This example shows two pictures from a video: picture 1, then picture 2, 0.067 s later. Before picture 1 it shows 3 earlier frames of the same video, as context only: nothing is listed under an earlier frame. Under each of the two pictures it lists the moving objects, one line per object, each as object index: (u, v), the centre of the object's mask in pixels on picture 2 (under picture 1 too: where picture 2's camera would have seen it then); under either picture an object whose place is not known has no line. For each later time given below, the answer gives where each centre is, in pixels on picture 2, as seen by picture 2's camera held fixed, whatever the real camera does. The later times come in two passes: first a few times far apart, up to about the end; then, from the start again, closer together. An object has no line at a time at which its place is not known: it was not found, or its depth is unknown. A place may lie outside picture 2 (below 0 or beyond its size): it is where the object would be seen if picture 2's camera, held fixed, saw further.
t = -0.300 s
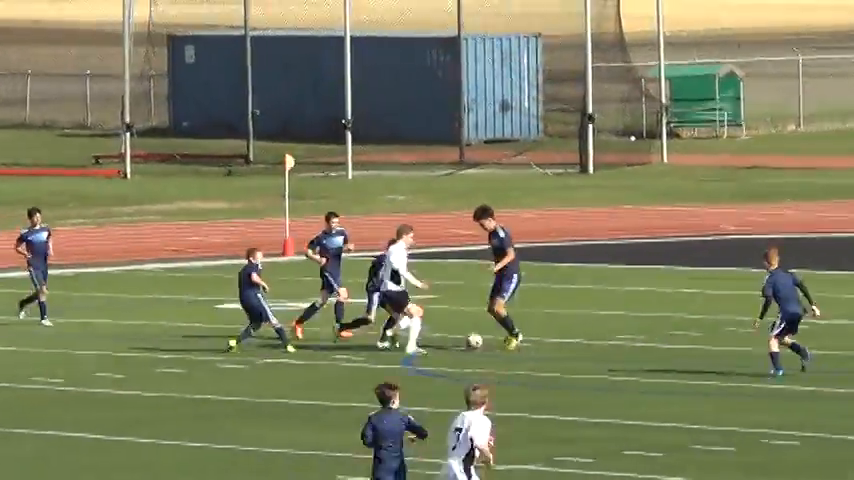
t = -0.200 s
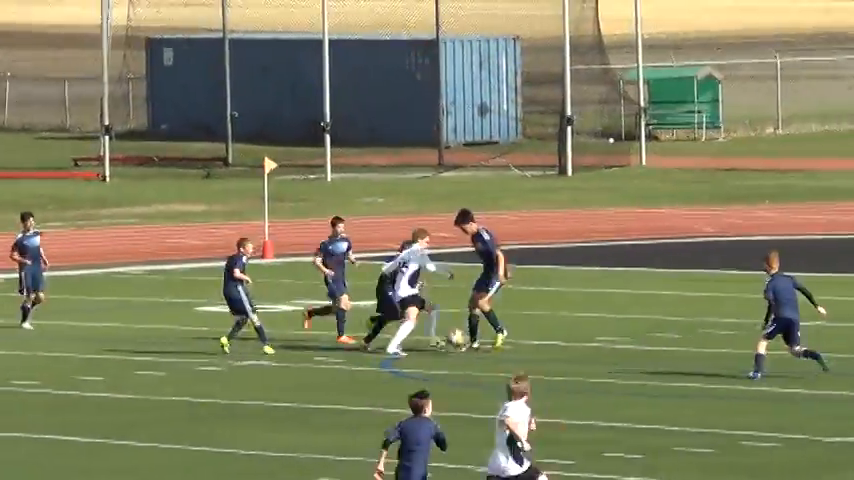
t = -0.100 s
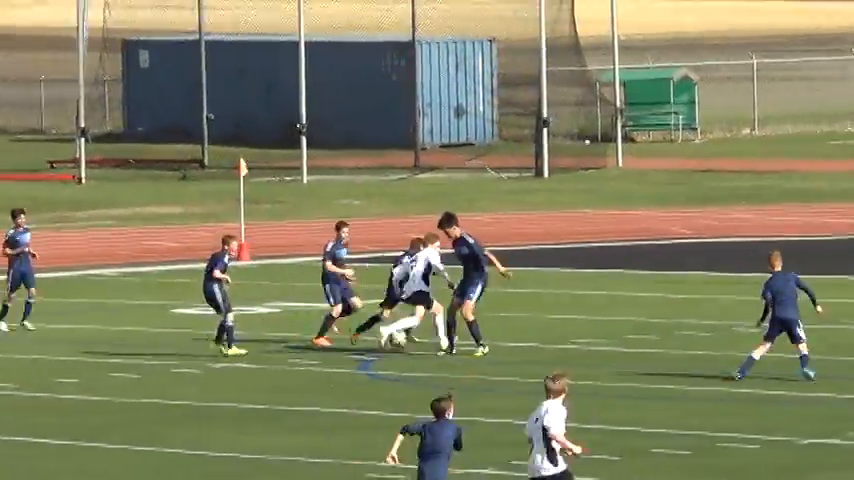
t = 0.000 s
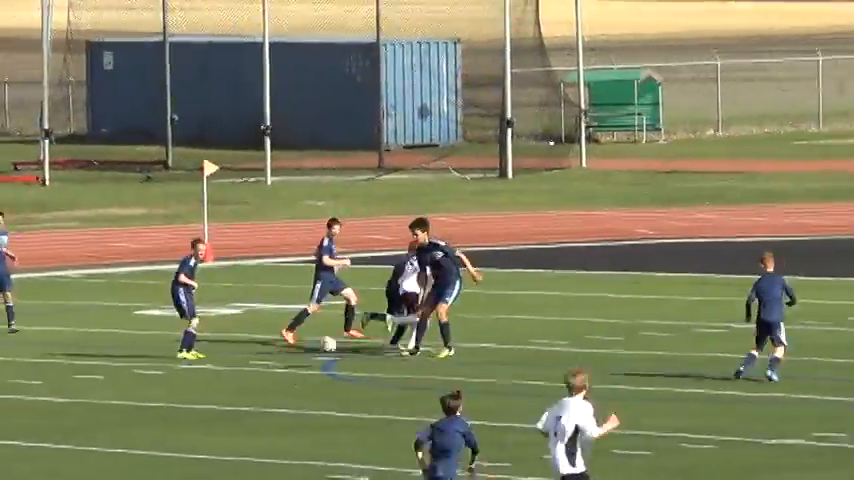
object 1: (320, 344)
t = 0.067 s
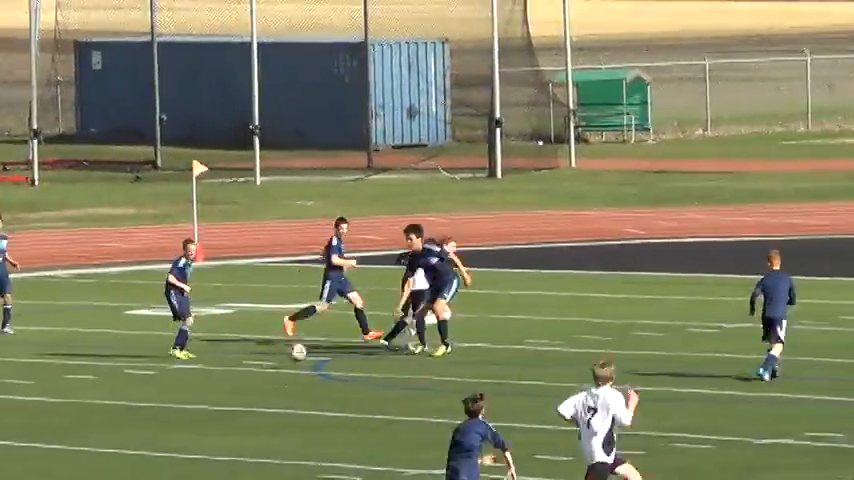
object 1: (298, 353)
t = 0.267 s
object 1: (244, 362)
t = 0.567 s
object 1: (191, 374)
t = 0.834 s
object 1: (161, 383)
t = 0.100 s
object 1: (287, 358)
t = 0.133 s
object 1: (274, 364)
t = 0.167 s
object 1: (265, 365)
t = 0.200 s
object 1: (258, 363)
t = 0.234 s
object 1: (251, 362)
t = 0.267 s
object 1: (244, 362)
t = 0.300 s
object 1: (236, 364)
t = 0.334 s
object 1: (229, 365)
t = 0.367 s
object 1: (224, 368)
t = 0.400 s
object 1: (217, 373)
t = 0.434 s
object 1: (210, 377)
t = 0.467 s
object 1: (204, 374)
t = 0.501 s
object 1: (200, 373)
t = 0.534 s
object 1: (196, 373)
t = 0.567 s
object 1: (191, 374)
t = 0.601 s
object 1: (186, 376)
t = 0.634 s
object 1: (180, 379)
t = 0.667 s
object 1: (177, 382)
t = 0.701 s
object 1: (173, 383)
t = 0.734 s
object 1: (168, 381)
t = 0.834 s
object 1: (161, 383)
